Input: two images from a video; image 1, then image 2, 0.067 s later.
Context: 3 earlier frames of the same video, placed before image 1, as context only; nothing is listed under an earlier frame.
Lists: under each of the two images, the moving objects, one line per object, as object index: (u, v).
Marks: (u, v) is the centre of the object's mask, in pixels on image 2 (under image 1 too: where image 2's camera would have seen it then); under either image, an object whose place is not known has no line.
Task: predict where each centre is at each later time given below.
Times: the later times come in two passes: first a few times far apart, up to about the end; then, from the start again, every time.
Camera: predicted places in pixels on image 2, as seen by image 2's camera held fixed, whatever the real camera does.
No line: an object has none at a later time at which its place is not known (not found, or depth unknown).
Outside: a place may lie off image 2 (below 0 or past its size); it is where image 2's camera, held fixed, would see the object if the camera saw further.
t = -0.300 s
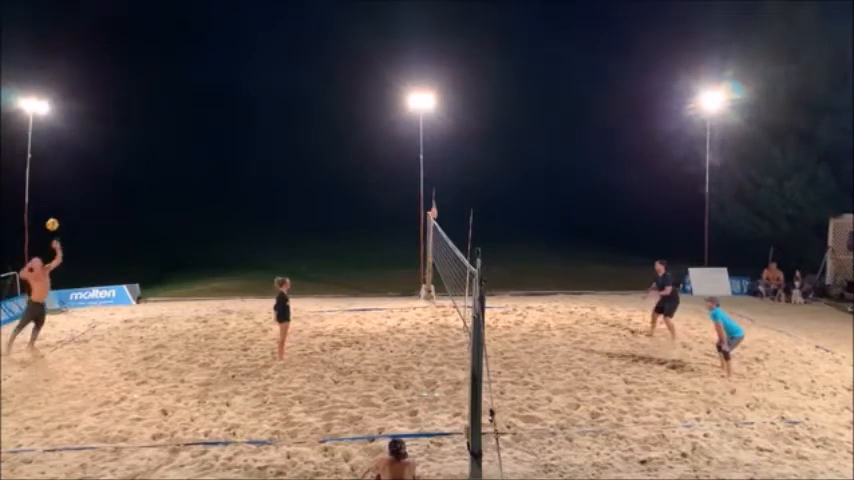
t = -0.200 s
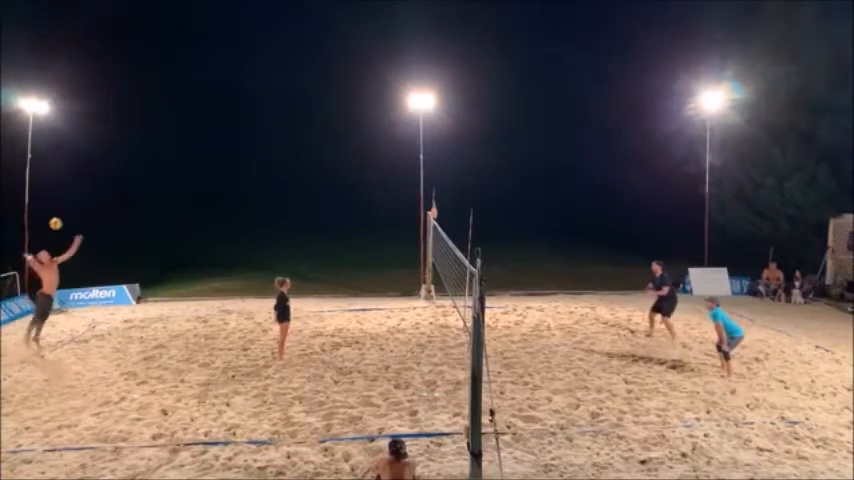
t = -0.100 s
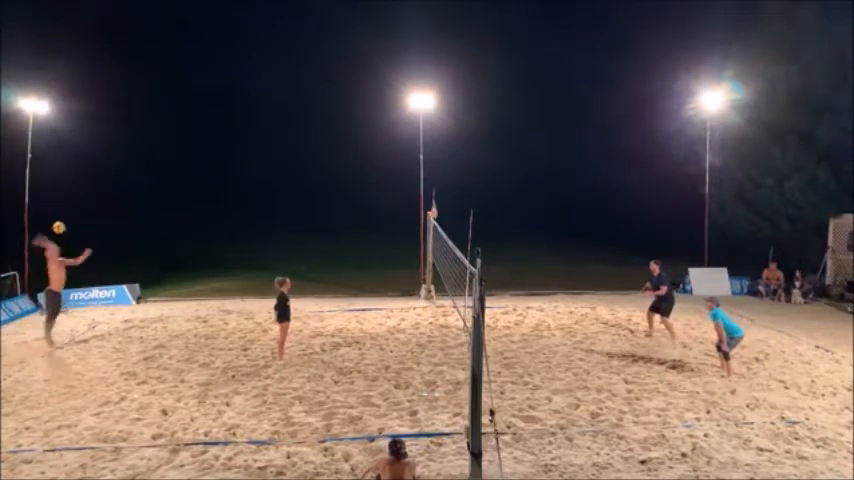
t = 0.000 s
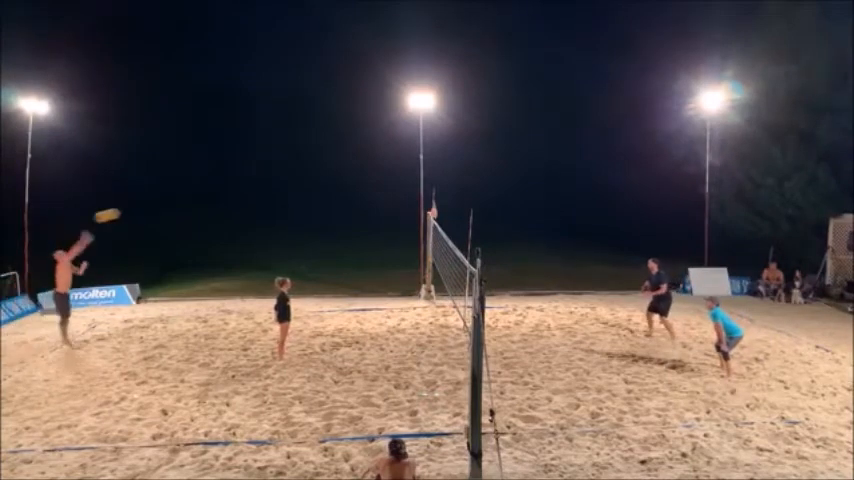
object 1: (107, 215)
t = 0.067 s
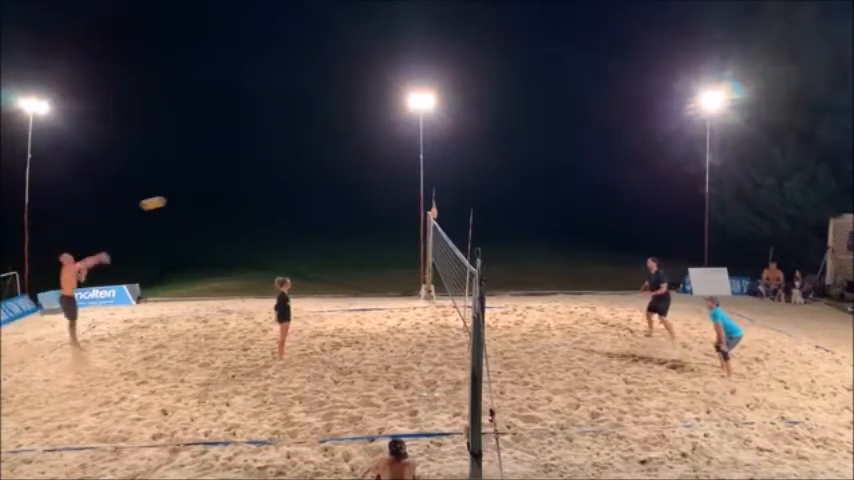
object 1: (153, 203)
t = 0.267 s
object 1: (283, 180)
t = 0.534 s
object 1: (435, 175)
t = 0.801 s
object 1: (563, 192)
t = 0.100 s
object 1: (175, 198)
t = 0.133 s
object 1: (197, 193)
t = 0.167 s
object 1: (219, 189)
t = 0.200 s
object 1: (241, 185)
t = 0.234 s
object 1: (262, 182)
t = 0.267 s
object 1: (283, 180)
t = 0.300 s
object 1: (304, 177)
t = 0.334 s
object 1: (323, 176)
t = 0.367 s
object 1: (343, 175)
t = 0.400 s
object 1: (363, 174)
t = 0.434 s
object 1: (381, 174)
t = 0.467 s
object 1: (399, 174)
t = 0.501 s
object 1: (417, 174)
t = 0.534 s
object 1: (435, 175)
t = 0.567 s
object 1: (452, 176)
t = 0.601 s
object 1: (468, 177)
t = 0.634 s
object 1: (484, 179)
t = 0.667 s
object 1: (501, 181)
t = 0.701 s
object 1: (517, 183)
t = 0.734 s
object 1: (533, 186)
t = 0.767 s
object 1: (548, 189)
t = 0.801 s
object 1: (563, 192)
